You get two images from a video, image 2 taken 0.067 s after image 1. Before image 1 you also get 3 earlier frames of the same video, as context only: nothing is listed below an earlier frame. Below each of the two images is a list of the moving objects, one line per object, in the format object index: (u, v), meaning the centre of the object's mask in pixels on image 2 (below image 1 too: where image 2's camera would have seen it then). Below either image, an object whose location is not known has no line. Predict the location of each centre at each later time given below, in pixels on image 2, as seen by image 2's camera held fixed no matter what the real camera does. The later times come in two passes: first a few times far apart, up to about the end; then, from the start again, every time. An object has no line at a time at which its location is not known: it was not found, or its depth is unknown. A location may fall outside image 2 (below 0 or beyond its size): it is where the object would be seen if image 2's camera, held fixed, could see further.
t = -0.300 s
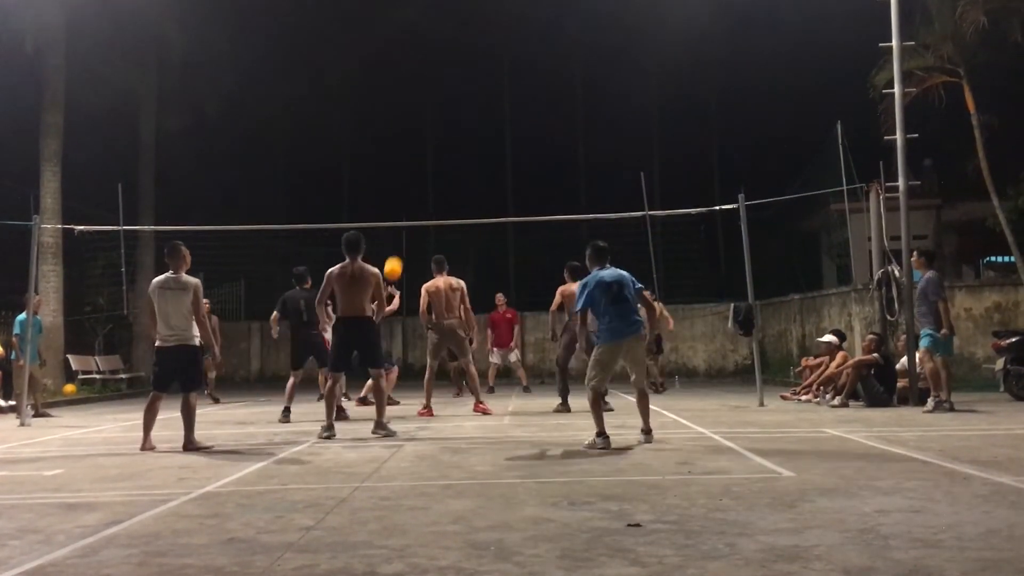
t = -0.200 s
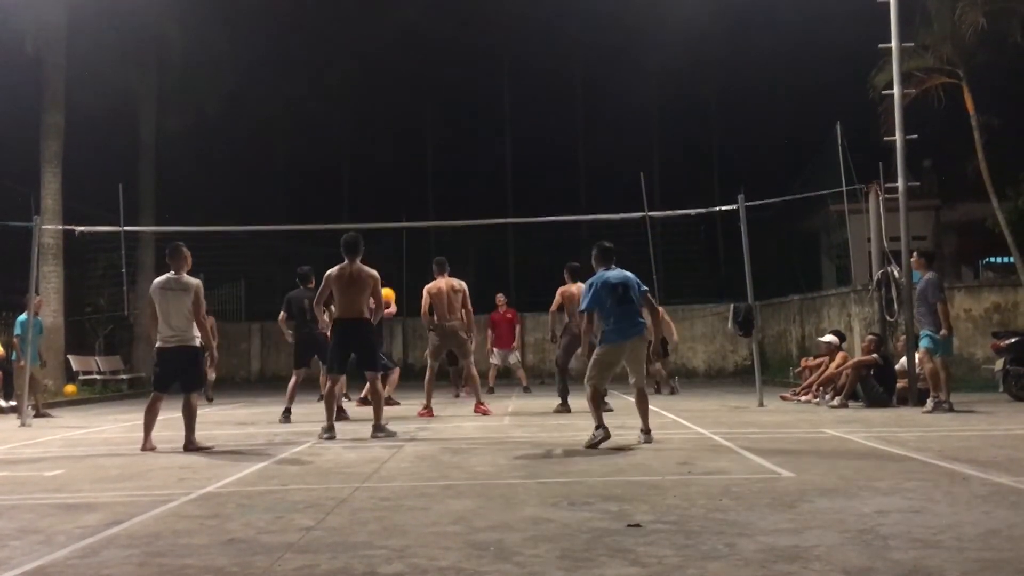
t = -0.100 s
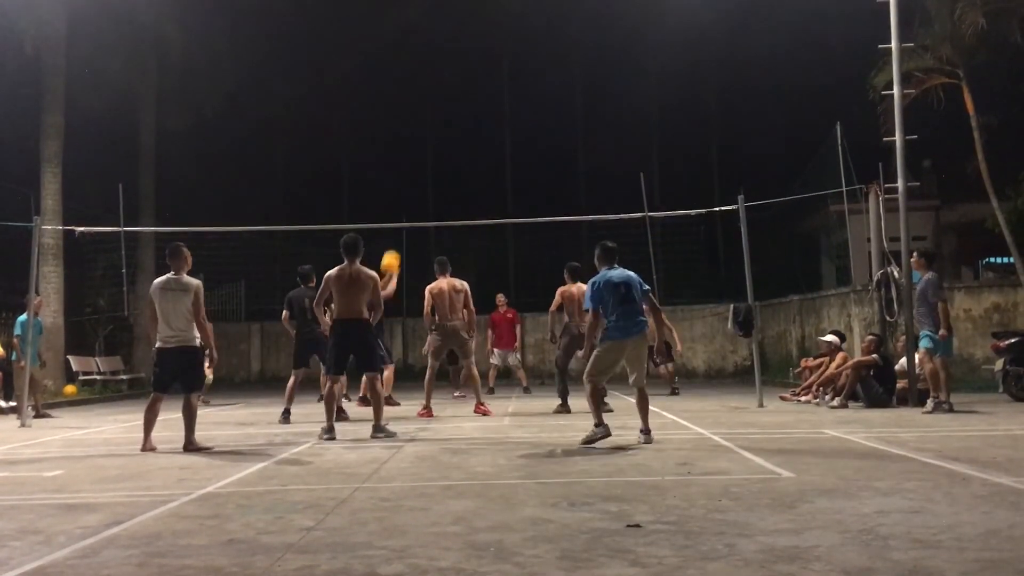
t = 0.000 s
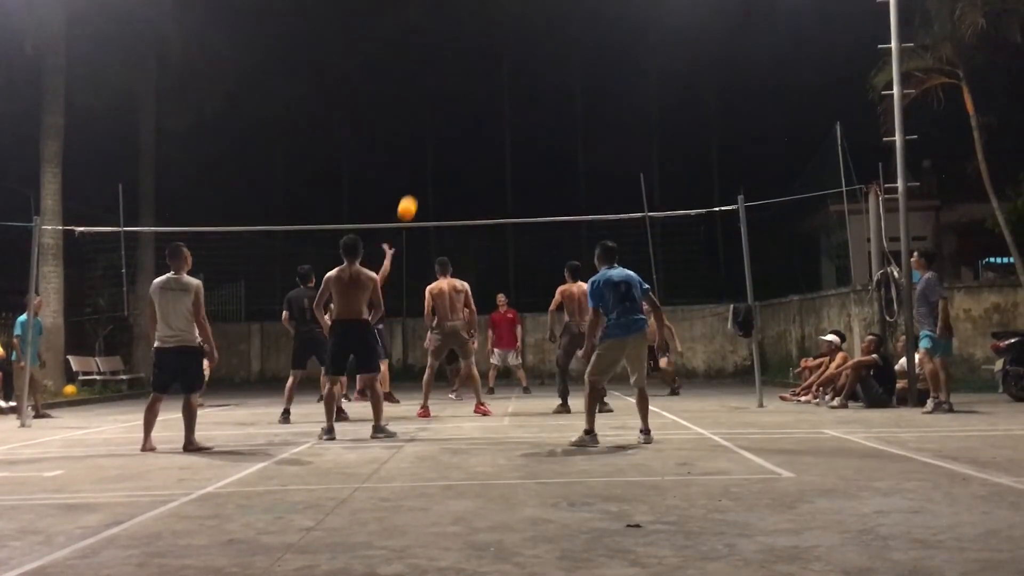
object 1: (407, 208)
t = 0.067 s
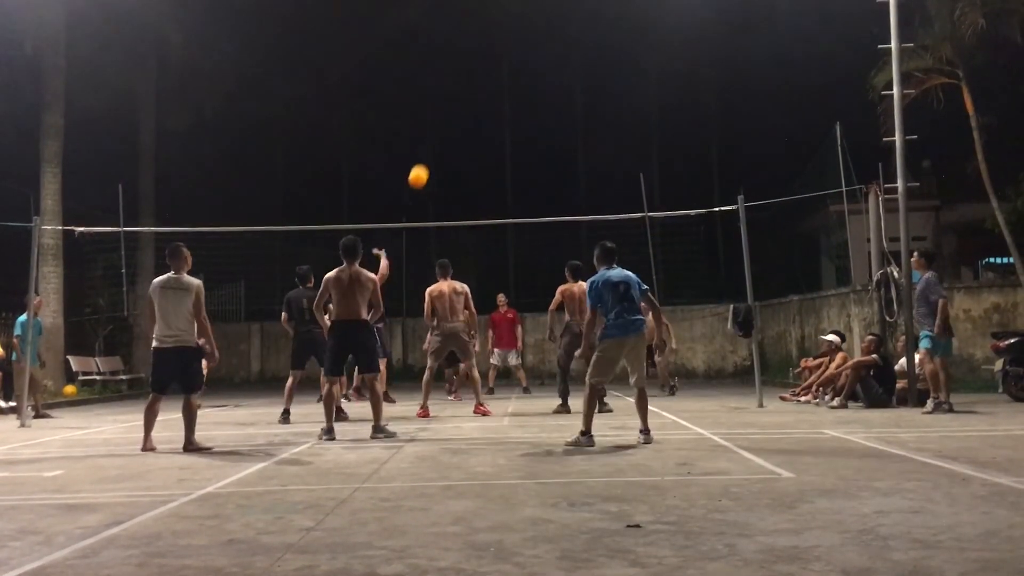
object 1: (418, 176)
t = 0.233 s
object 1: (445, 113)
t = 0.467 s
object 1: (481, 61)
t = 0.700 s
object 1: (517, 50)
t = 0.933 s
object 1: (553, 76)
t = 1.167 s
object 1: (590, 142)
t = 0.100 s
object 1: (424, 162)
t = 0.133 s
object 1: (429, 149)
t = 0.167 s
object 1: (435, 136)
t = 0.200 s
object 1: (440, 124)
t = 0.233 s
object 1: (445, 113)
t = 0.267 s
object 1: (451, 103)
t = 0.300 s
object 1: (456, 94)
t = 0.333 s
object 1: (461, 86)
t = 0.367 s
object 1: (466, 79)
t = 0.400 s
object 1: (471, 72)
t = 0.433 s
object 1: (476, 67)
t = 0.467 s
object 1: (481, 61)
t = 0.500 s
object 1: (486, 57)
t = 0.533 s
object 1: (492, 54)
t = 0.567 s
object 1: (497, 52)
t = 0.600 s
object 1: (502, 50)
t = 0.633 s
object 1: (507, 49)
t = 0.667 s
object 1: (512, 49)
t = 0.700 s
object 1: (517, 50)
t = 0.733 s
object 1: (522, 51)
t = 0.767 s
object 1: (527, 53)
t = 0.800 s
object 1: (532, 56)
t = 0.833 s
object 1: (537, 60)
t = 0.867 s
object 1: (543, 65)
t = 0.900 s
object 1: (548, 70)
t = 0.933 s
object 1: (553, 76)
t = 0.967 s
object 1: (558, 83)
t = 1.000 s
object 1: (563, 91)
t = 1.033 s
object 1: (569, 100)
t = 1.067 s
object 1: (574, 109)
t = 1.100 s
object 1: (579, 119)
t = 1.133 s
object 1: (584, 130)
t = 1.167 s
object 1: (590, 142)
